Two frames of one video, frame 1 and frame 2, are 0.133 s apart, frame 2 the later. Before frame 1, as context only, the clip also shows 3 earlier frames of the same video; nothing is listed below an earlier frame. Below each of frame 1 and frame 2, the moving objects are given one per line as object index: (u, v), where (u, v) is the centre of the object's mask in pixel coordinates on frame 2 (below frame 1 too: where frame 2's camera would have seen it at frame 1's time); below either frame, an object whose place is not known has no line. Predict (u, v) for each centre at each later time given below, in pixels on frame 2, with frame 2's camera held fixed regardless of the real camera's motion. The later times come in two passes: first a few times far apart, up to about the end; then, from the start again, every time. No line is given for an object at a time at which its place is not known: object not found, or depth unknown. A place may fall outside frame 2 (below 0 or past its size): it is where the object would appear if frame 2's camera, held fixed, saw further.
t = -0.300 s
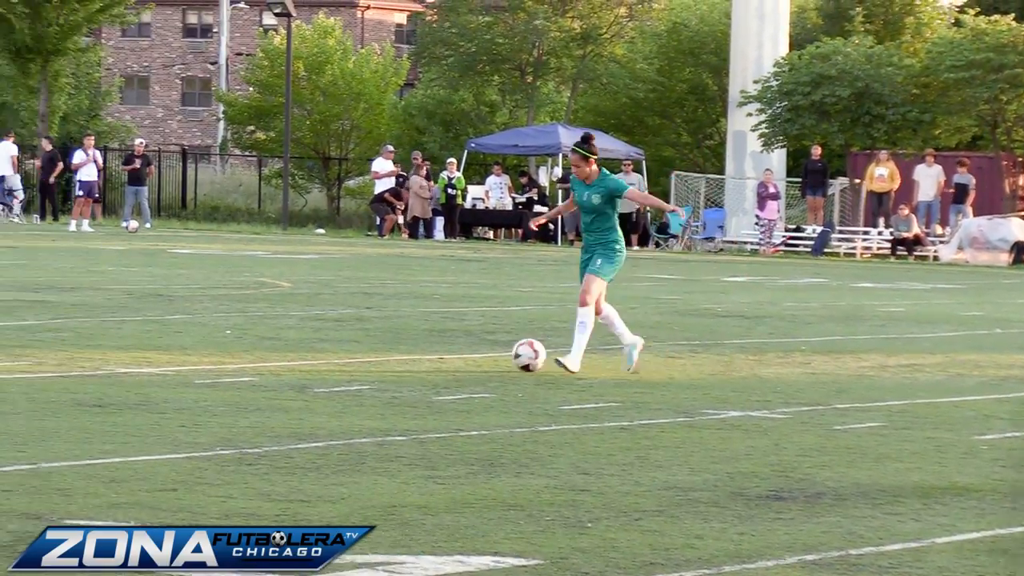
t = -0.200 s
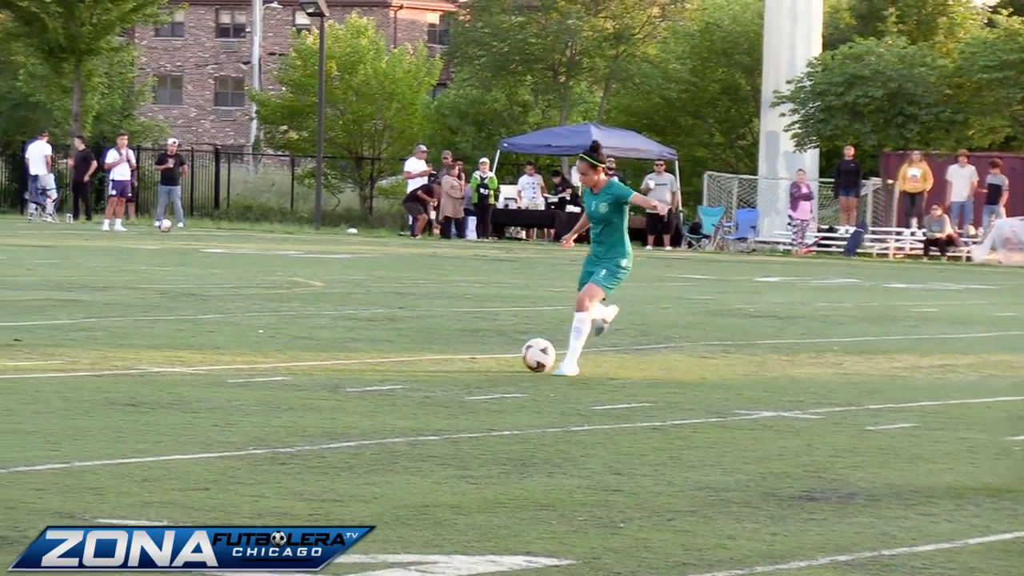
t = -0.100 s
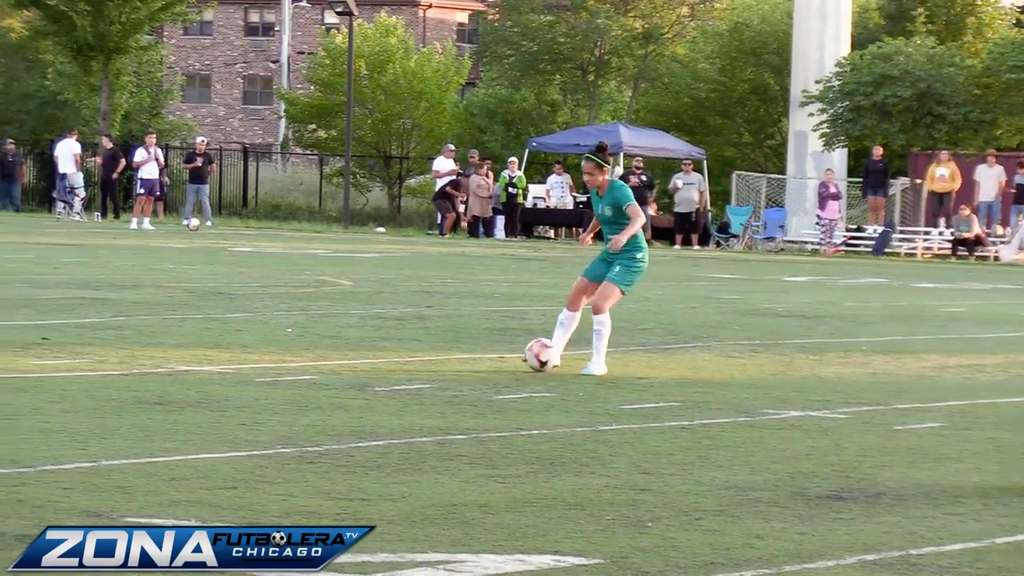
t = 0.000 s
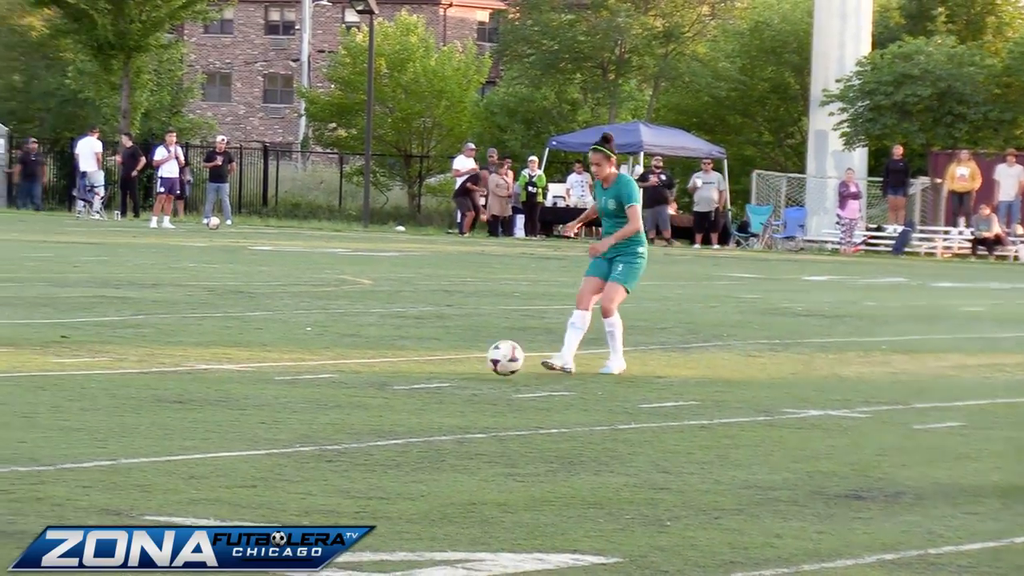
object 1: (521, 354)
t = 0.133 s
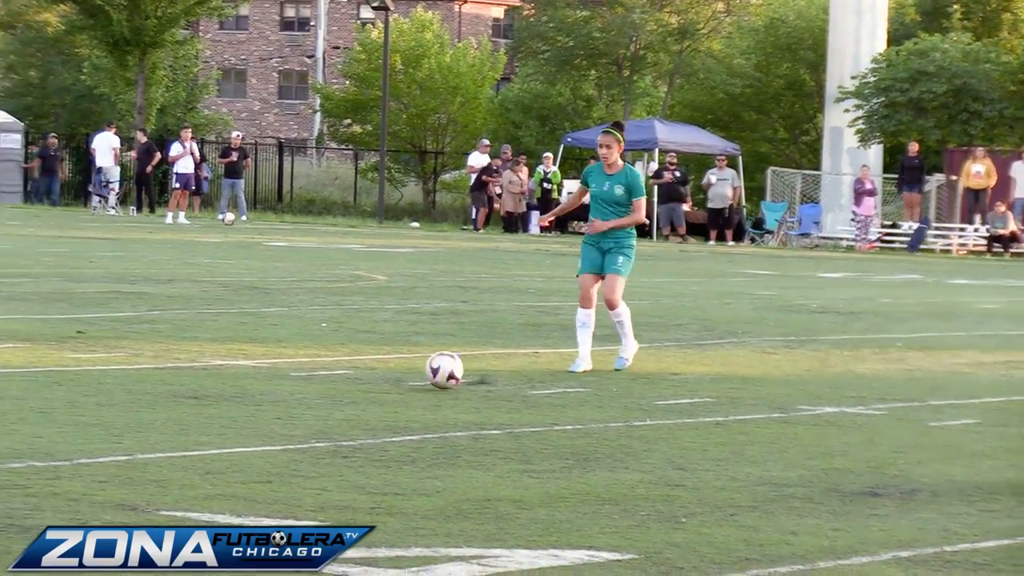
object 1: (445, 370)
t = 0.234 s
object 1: (386, 377)
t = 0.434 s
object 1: (260, 393)
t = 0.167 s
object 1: (425, 374)
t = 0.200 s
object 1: (405, 376)
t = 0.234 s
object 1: (386, 377)
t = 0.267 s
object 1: (366, 381)
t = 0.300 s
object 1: (345, 387)
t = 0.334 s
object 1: (325, 389)
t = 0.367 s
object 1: (304, 389)
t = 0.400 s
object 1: (283, 391)
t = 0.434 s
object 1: (260, 393)
